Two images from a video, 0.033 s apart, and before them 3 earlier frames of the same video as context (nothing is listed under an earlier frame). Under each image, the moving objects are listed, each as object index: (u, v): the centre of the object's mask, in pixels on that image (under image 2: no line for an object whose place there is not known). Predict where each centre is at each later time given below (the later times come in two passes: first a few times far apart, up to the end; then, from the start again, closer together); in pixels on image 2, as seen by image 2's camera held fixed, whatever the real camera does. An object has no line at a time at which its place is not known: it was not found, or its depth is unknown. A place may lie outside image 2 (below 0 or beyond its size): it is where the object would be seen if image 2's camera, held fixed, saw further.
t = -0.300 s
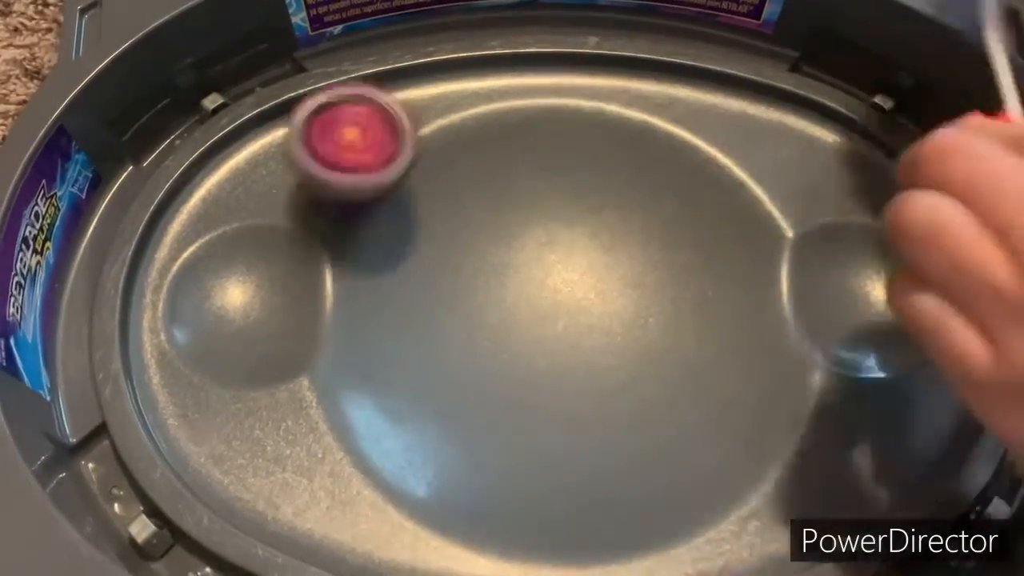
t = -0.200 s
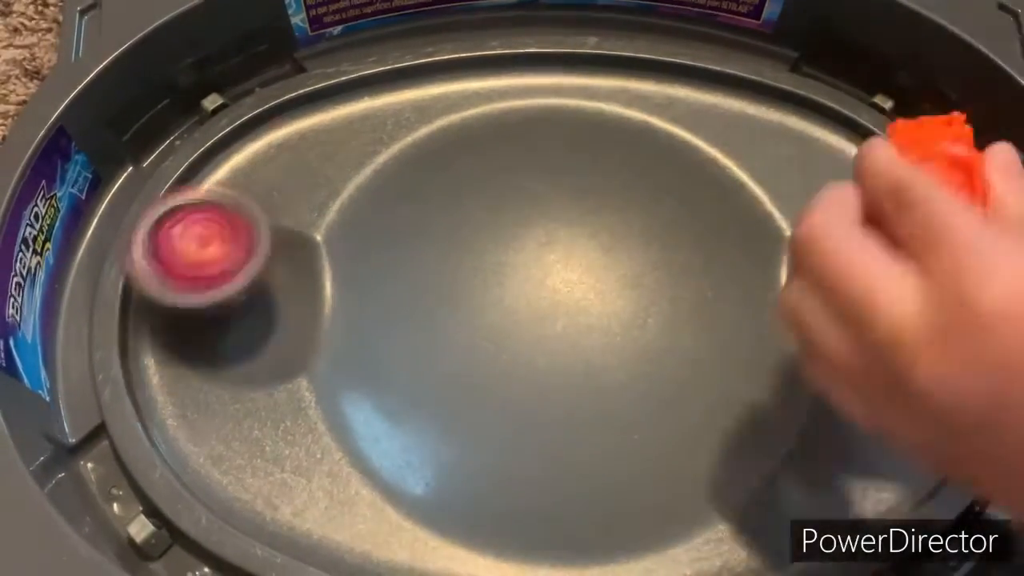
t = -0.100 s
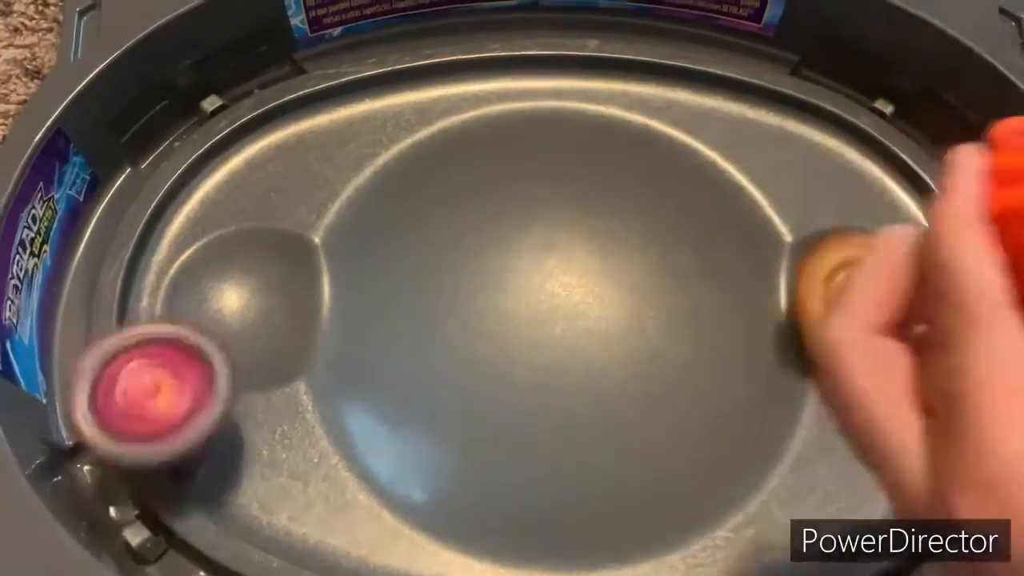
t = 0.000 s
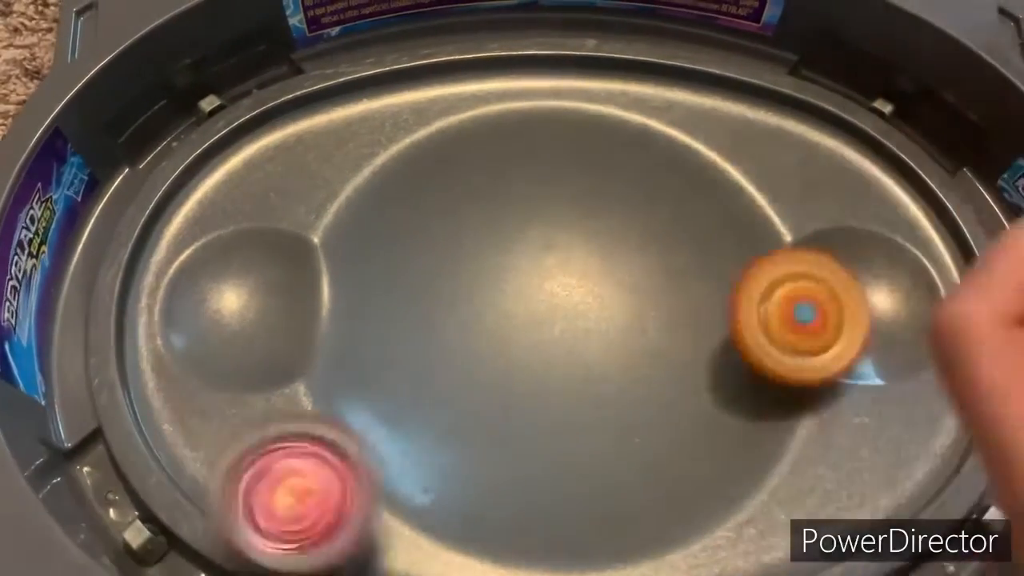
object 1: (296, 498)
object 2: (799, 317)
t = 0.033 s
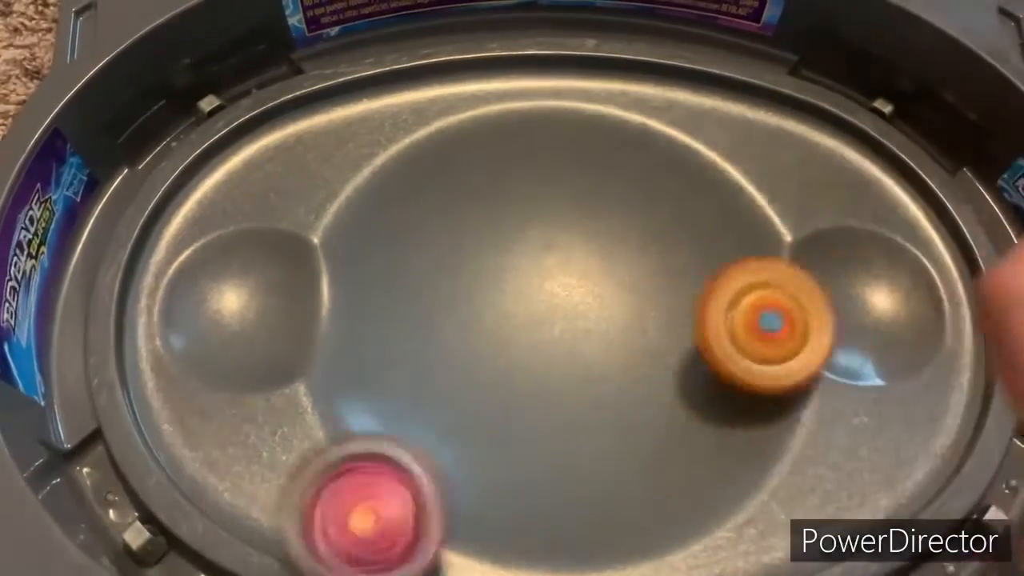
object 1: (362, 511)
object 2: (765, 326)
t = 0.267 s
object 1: (756, 293)
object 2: (342, 317)
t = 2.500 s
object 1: (570, 312)
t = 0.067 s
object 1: (433, 512)
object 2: (722, 336)
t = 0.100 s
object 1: (498, 507)
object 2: (668, 346)
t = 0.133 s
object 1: (566, 494)
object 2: (606, 352)
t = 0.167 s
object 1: (620, 460)
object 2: (536, 354)
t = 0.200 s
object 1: (678, 420)
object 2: (469, 353)
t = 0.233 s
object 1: (726, 355)
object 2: (402, 340)
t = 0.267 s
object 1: (756, 293)
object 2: (342, 317)
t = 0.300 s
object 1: (767, 225)
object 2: (289, 293)
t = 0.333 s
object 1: (771, 162)
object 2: (241, 281)
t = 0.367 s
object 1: (758, 102)
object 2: (189, 254)
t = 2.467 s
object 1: (554, 330)
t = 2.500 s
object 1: (570, 312)
